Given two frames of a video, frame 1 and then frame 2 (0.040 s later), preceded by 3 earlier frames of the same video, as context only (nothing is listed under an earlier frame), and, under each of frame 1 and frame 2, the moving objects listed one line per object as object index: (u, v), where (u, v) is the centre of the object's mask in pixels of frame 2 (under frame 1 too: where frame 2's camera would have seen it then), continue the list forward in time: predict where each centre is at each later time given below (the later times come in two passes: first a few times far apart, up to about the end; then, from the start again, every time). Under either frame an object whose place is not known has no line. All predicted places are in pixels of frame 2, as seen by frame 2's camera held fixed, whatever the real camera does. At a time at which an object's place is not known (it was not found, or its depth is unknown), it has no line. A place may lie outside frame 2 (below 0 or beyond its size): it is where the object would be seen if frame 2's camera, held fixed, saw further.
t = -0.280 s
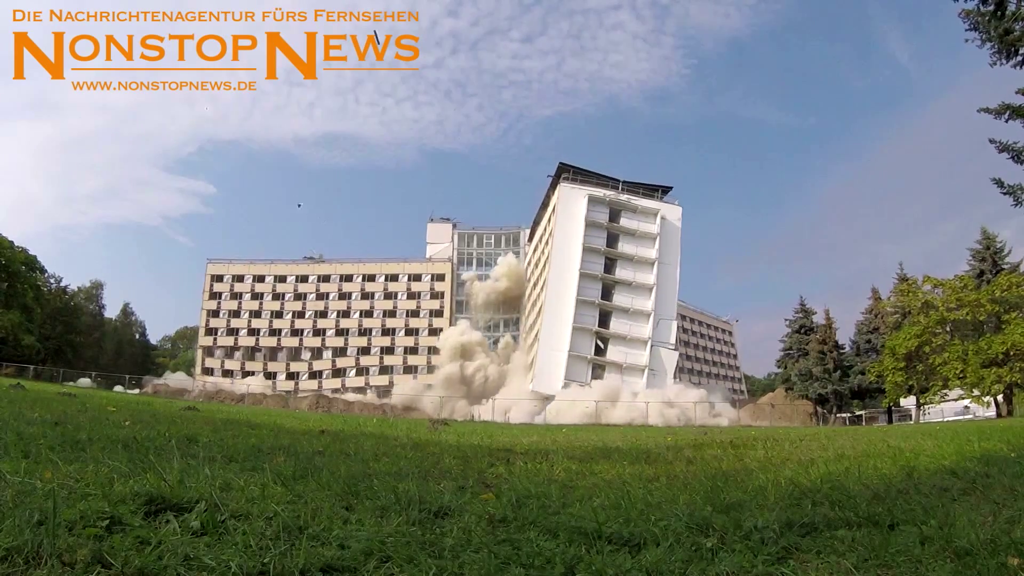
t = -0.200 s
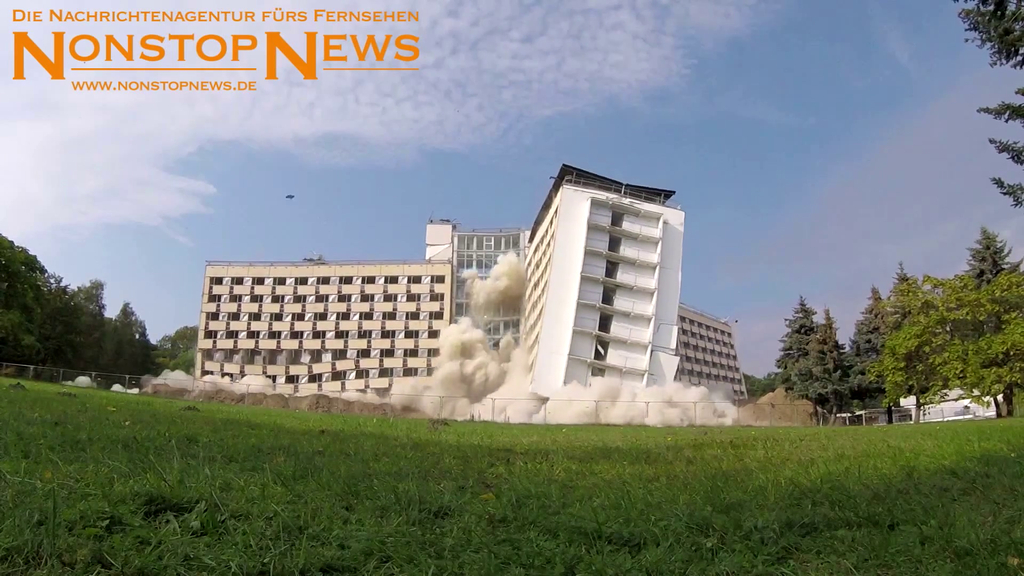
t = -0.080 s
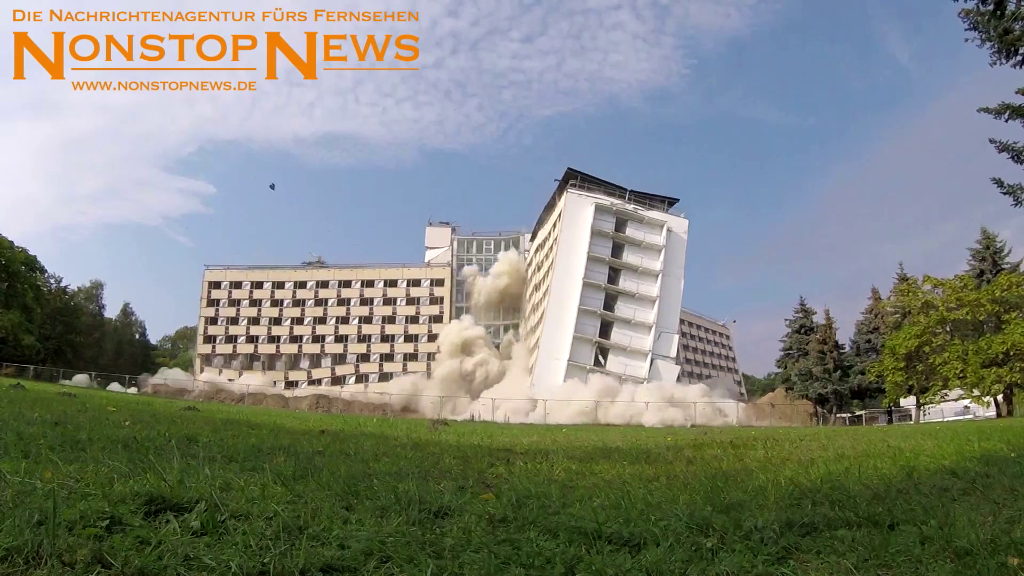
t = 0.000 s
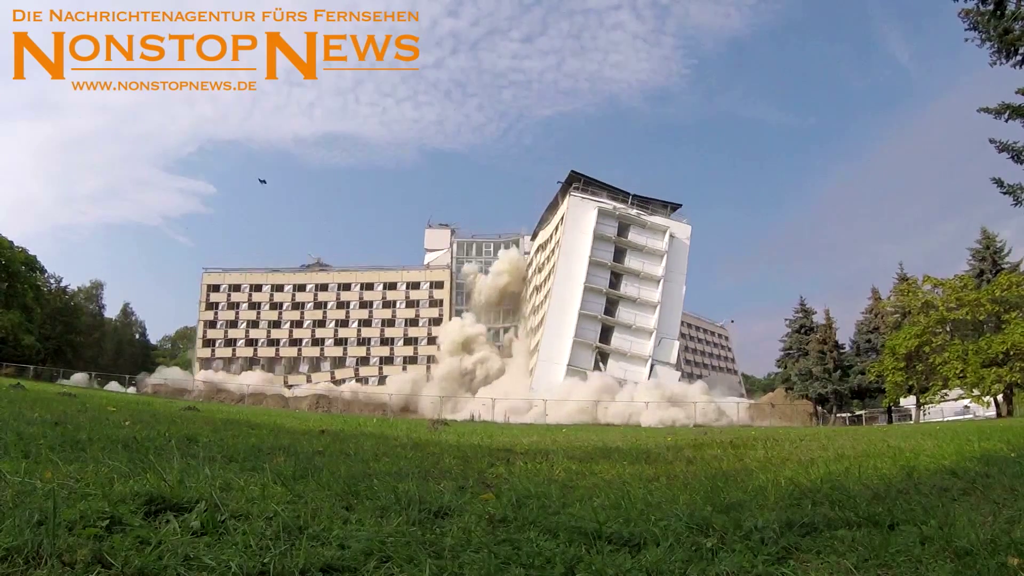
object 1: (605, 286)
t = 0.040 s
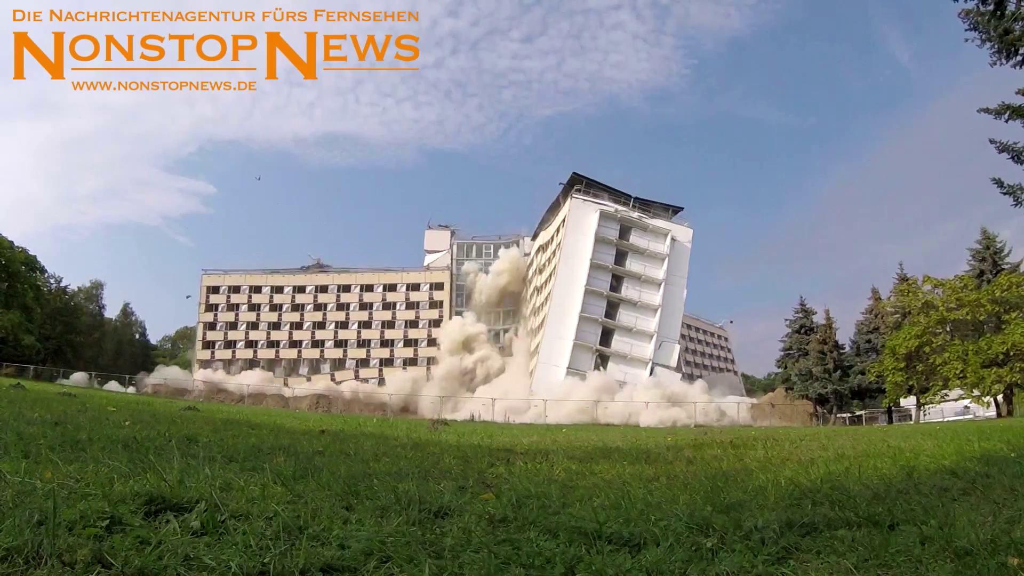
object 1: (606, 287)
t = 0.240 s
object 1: (609, 289)
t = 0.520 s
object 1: (618, 294)
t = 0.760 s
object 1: (627, 300)
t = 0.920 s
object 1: (634, 306)
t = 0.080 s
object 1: (606, 287)
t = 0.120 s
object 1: (606, 288)
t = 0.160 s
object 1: (607, 288)
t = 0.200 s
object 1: (608, 288)
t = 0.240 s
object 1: (609, 289)
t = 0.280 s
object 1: (611, 289)
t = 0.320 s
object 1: (612, 290)
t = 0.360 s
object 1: (613, 291)
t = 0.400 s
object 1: (614, 291)
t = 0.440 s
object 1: (615, 292)
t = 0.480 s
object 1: (617, 293)
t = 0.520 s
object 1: (618, 294)
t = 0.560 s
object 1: (619, 294)
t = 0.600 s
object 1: (621, 296)
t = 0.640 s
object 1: (622, 296)
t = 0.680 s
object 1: (624, 298)
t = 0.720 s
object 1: (626, 299)
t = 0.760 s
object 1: (627, 300)
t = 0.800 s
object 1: (629, 301)
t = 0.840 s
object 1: (630, 302)
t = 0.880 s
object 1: (632, 304)
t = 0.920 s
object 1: (634, 306)
